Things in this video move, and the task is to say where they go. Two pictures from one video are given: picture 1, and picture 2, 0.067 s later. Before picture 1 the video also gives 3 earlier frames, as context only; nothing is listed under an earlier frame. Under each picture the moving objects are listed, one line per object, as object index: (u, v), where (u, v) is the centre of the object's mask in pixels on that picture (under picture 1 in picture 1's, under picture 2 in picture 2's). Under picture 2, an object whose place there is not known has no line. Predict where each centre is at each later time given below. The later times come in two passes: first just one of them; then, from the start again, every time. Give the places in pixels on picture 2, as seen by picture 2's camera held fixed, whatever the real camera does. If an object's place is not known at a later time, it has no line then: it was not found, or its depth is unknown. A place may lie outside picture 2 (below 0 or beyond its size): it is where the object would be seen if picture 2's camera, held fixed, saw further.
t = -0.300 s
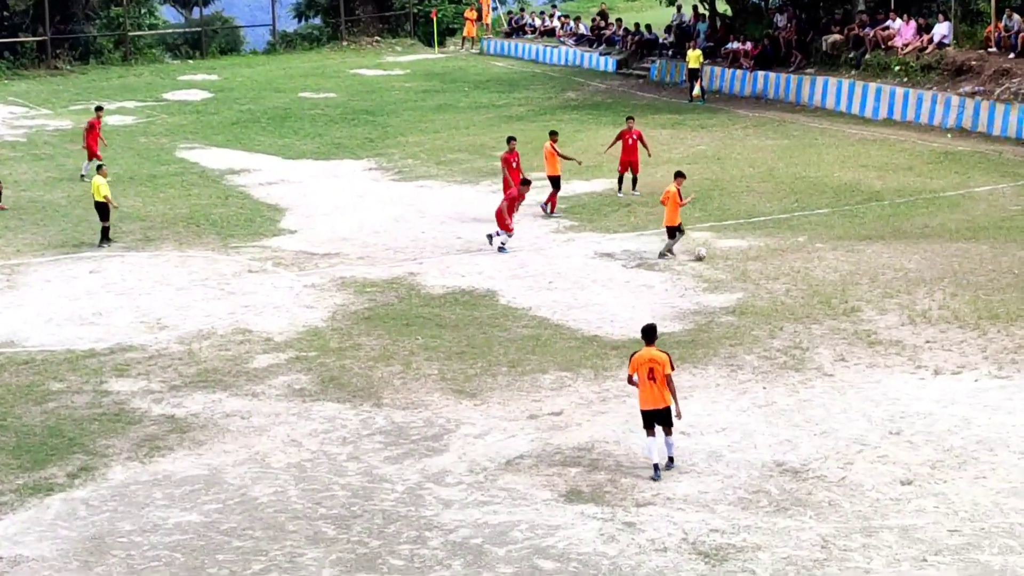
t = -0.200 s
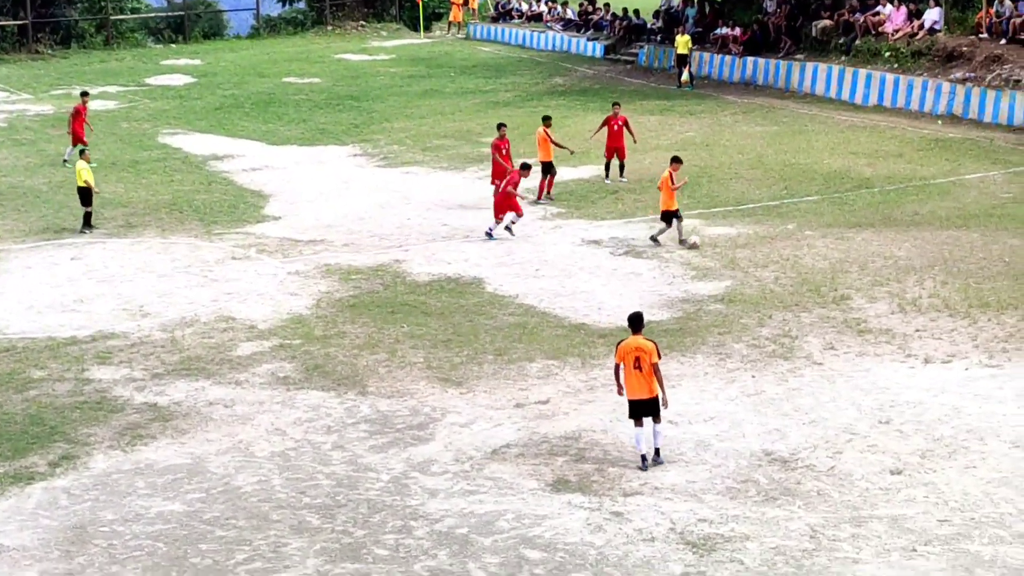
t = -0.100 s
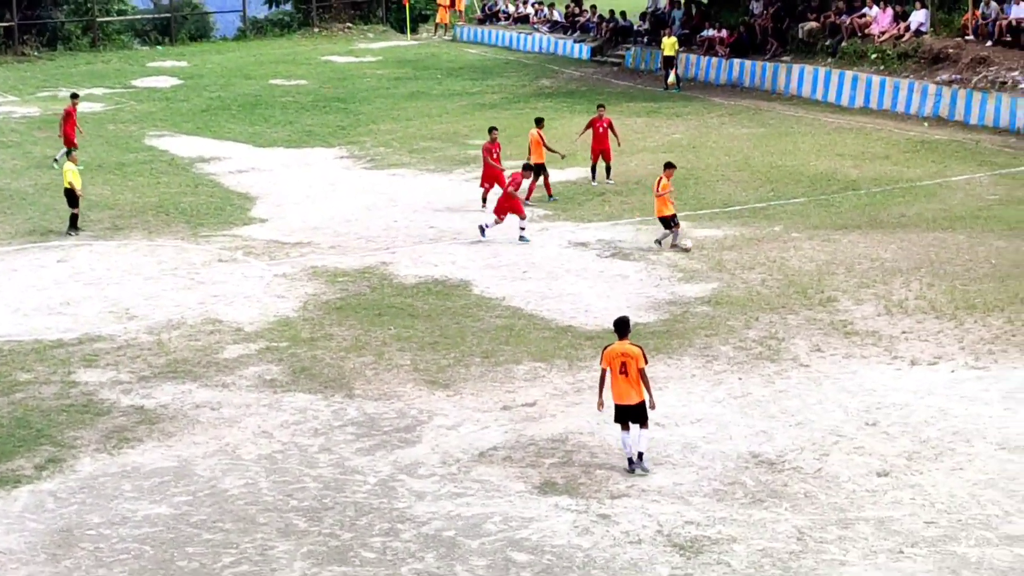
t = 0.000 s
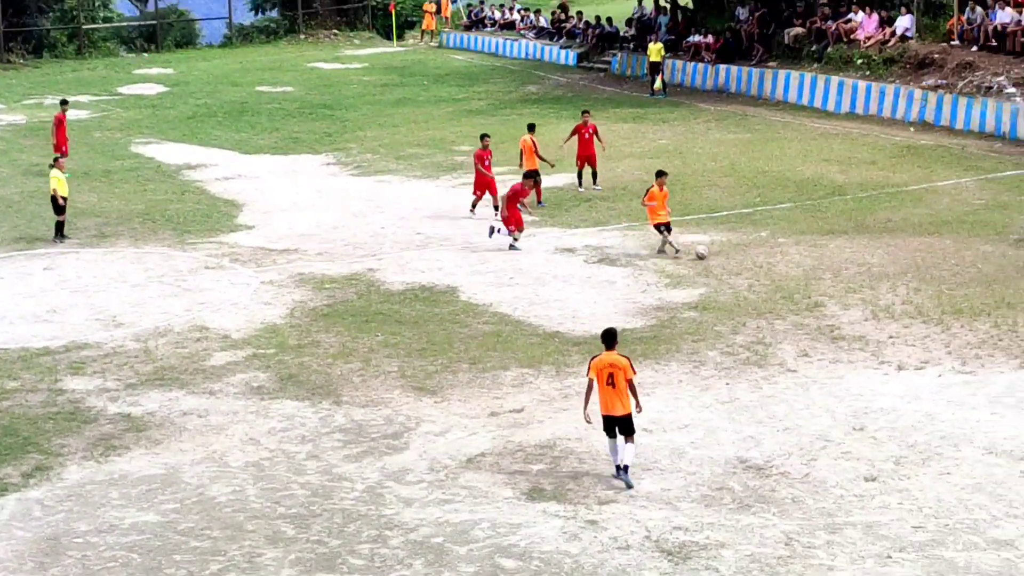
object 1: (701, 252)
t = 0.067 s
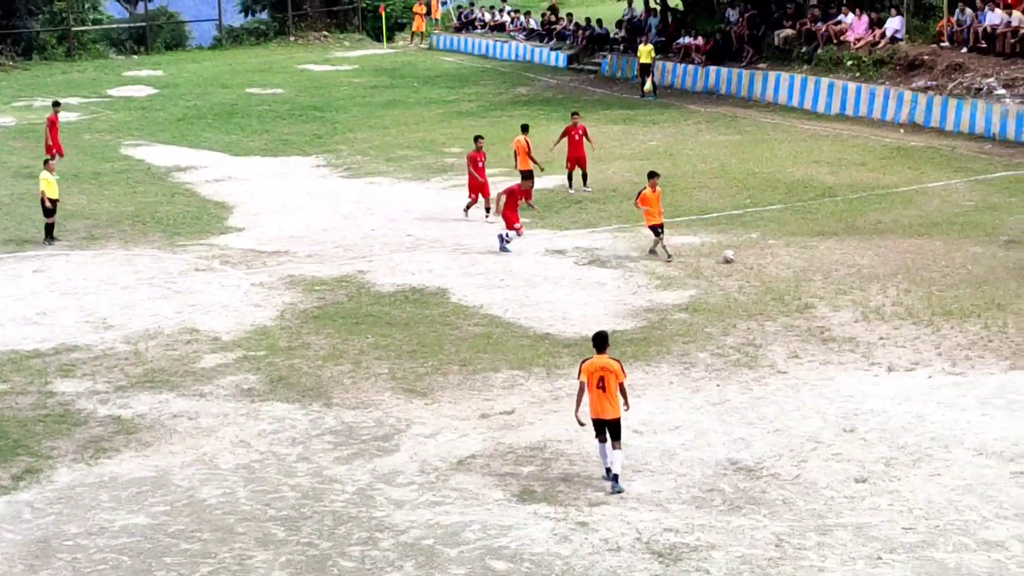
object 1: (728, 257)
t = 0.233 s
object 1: (804, 256)
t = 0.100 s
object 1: (744, 255)
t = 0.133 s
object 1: (758, 254)
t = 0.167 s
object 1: (773, 254)
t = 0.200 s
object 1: (788, 255)
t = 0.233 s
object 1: (804, 256)
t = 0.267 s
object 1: (818, 256)
